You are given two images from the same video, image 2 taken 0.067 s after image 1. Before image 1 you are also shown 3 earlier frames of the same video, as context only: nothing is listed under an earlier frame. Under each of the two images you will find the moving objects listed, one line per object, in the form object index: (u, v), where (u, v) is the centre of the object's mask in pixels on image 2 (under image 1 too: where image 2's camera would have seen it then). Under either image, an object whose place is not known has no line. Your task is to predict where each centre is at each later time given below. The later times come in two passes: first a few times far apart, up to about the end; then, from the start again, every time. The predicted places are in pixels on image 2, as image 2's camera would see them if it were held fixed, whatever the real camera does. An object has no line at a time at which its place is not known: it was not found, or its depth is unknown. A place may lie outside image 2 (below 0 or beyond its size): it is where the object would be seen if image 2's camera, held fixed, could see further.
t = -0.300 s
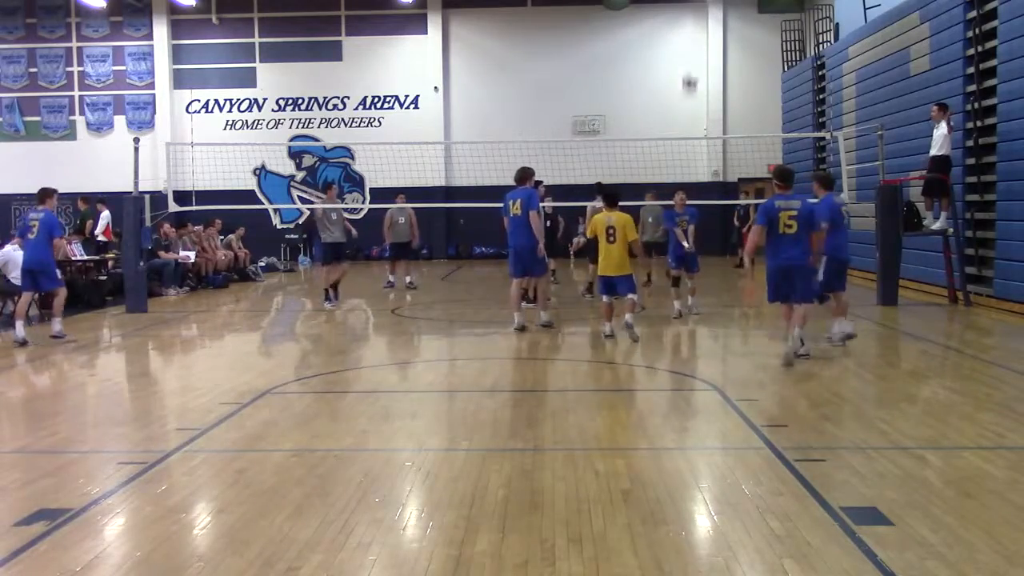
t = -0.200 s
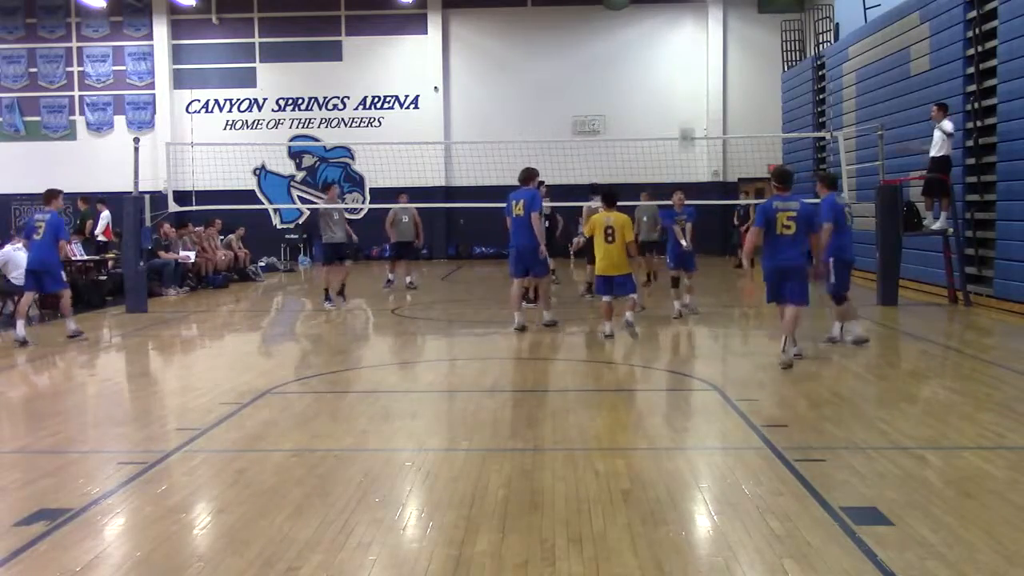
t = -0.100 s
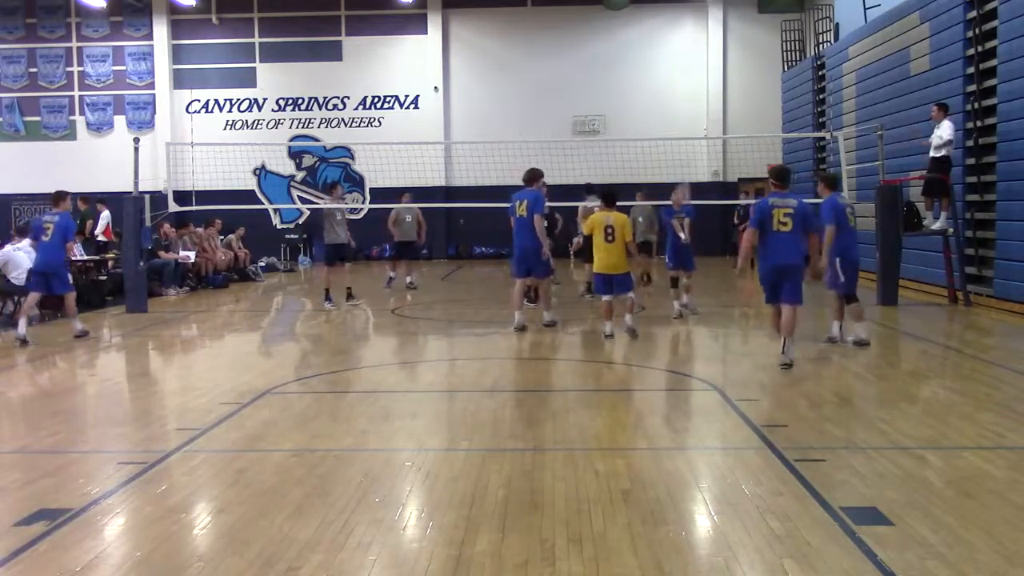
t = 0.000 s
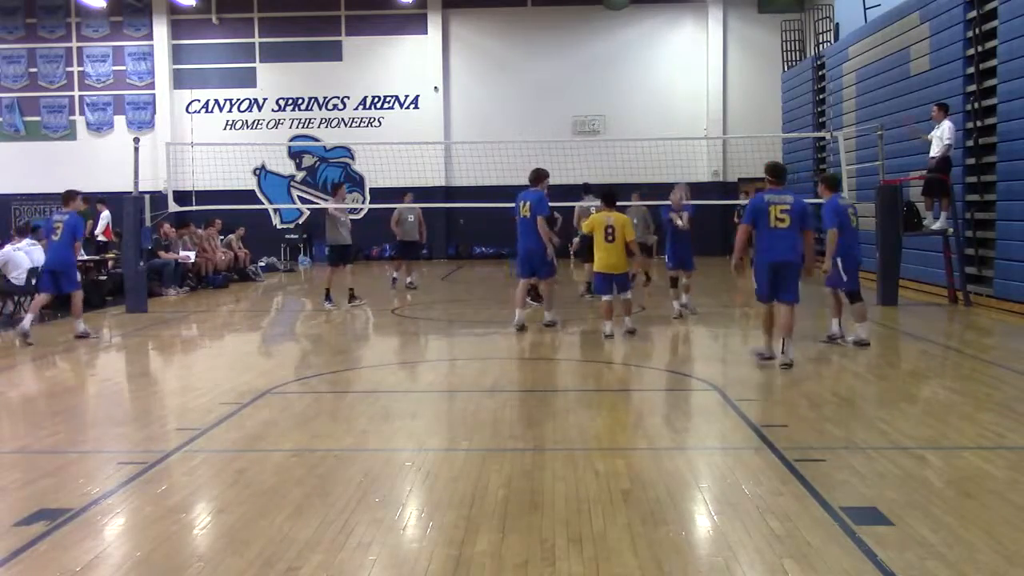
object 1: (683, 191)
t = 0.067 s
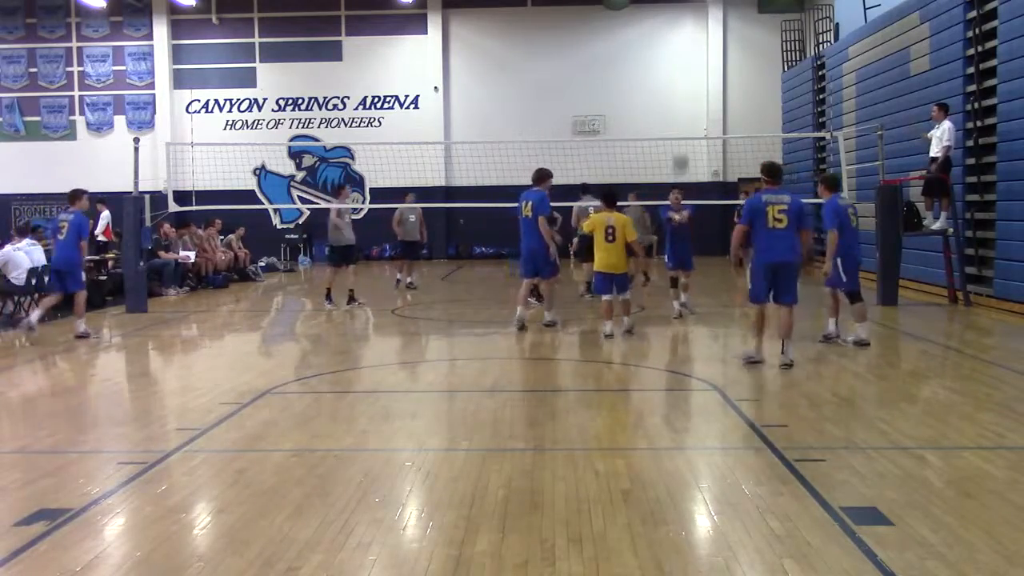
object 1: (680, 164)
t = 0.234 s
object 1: (674, 94)
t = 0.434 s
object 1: (668, 39)
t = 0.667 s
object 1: (660, 16)
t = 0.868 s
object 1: (652, 41)
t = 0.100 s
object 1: (679, 148)
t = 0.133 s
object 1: (678, 135)
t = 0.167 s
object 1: (676, 120)
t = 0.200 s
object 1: (675, 107)
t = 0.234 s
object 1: (674, 94)
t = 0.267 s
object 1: (673, 83)
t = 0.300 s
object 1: (672, 72)
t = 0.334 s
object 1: (671, 64)
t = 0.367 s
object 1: (670, 55)
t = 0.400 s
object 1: (669, 46)
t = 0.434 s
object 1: (668, 39)
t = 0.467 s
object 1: (667, 33)
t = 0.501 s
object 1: (665, 27)
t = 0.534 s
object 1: (664, 23)
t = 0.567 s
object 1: (663, 20)
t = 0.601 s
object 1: (662, 17)
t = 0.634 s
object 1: (661, 15)
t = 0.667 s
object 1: (660, 16)
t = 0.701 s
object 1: (659, 16)
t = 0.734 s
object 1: (658, 19)
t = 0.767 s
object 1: (657, 22)
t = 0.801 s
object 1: (655, 26)
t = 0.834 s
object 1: (653, 34)
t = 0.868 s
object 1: (652, 41)
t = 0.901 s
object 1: (650, 49)
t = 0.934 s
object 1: (649, 60)
